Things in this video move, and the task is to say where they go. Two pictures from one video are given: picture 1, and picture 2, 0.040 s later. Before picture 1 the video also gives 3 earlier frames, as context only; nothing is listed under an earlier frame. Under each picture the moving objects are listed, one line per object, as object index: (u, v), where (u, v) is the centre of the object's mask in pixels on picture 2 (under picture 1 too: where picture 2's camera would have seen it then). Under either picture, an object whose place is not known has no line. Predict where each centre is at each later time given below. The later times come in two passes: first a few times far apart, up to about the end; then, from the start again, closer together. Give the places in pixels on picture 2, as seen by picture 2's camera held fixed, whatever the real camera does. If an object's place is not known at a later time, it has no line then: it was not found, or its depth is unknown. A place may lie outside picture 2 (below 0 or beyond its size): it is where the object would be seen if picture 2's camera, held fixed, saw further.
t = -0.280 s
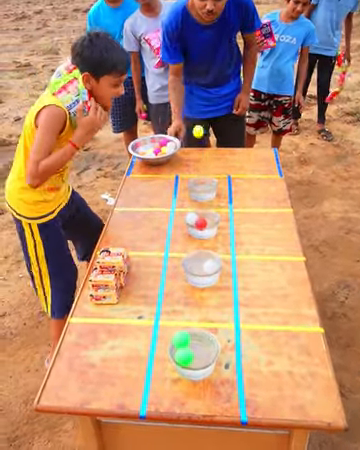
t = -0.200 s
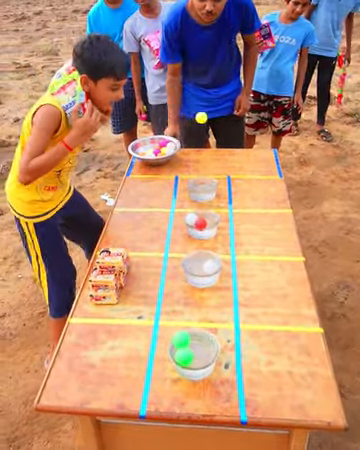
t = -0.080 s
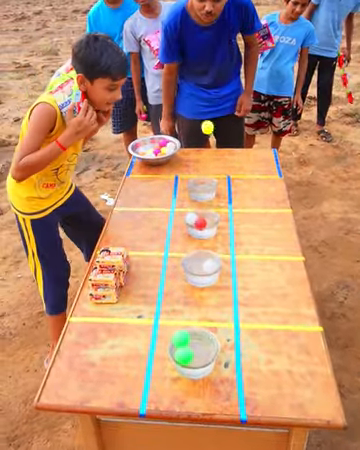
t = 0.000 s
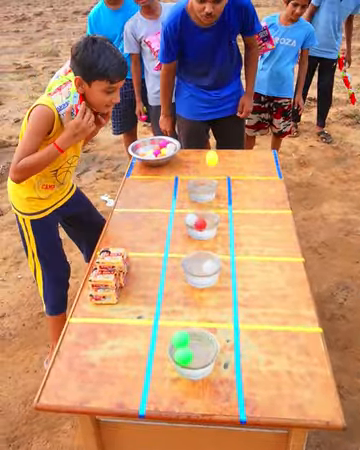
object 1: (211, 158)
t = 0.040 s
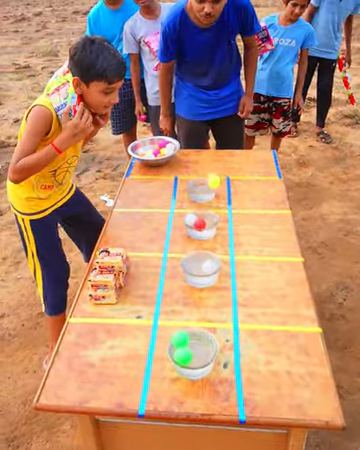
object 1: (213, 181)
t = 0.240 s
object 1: (223, 205)
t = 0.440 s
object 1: (236, 298)
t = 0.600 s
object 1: (247, 318)
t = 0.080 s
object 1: (216, 206)
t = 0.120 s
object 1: (217, 212)
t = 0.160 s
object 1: (219, 206)
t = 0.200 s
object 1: (221, 203)
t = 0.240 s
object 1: (223, 205)
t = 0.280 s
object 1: (226, 213)
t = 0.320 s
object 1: (229, 226)
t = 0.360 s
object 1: (231, 245)
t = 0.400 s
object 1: (234, 269)
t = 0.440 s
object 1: (236, 298)
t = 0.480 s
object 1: (237, 314)
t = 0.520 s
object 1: (242, 311)
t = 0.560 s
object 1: (246, 313)
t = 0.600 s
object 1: (247, 318)
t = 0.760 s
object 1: (262, 424)
